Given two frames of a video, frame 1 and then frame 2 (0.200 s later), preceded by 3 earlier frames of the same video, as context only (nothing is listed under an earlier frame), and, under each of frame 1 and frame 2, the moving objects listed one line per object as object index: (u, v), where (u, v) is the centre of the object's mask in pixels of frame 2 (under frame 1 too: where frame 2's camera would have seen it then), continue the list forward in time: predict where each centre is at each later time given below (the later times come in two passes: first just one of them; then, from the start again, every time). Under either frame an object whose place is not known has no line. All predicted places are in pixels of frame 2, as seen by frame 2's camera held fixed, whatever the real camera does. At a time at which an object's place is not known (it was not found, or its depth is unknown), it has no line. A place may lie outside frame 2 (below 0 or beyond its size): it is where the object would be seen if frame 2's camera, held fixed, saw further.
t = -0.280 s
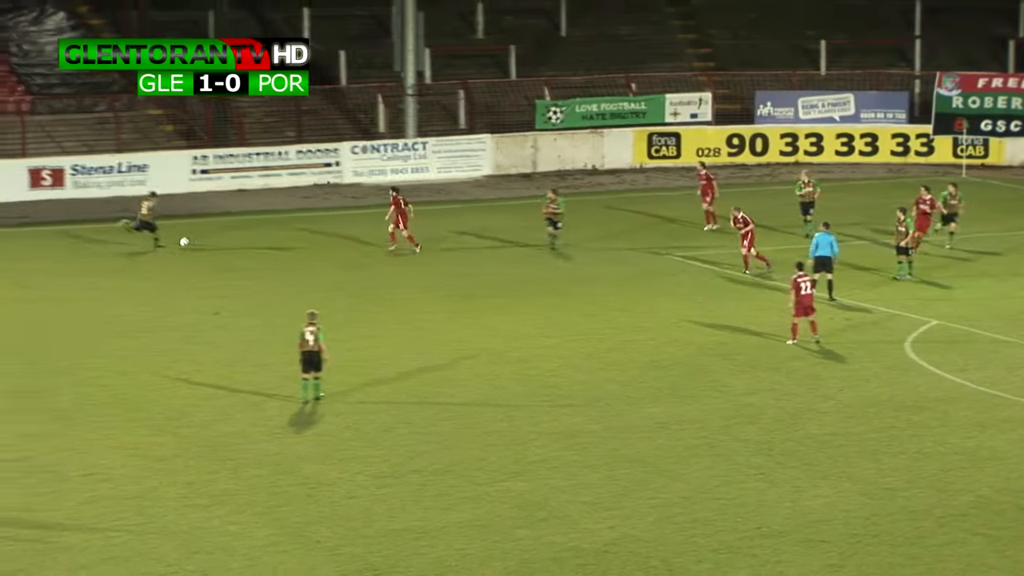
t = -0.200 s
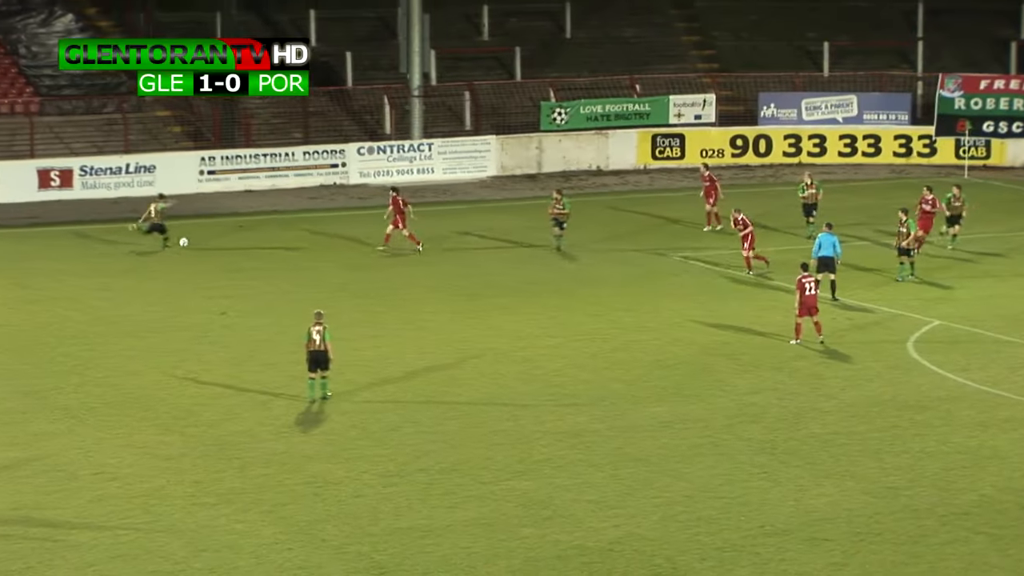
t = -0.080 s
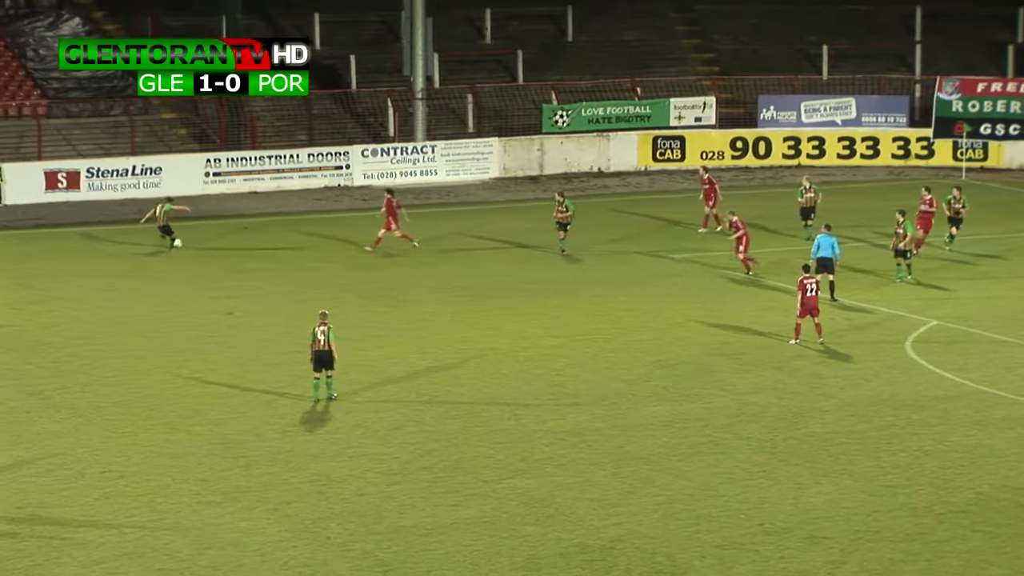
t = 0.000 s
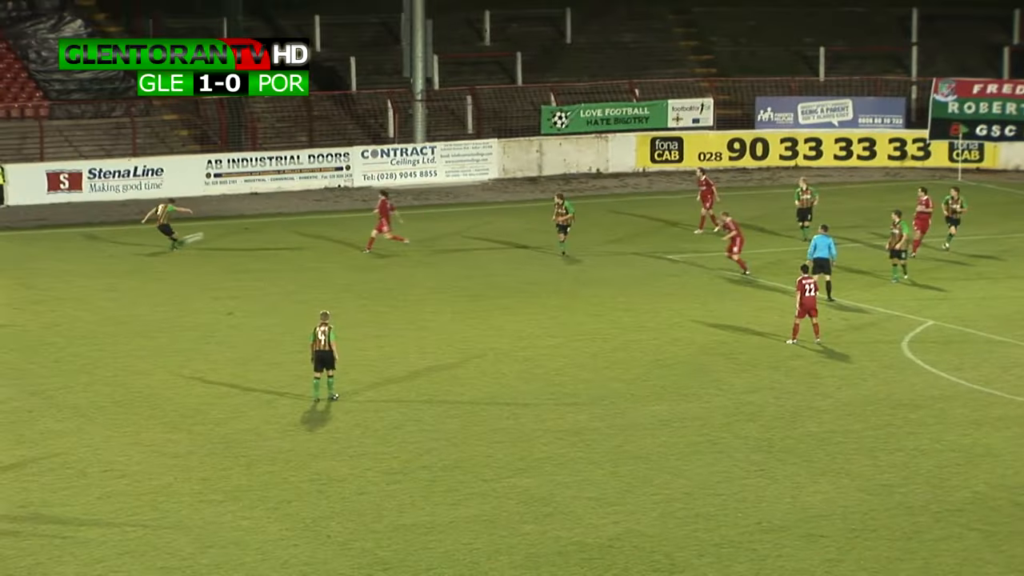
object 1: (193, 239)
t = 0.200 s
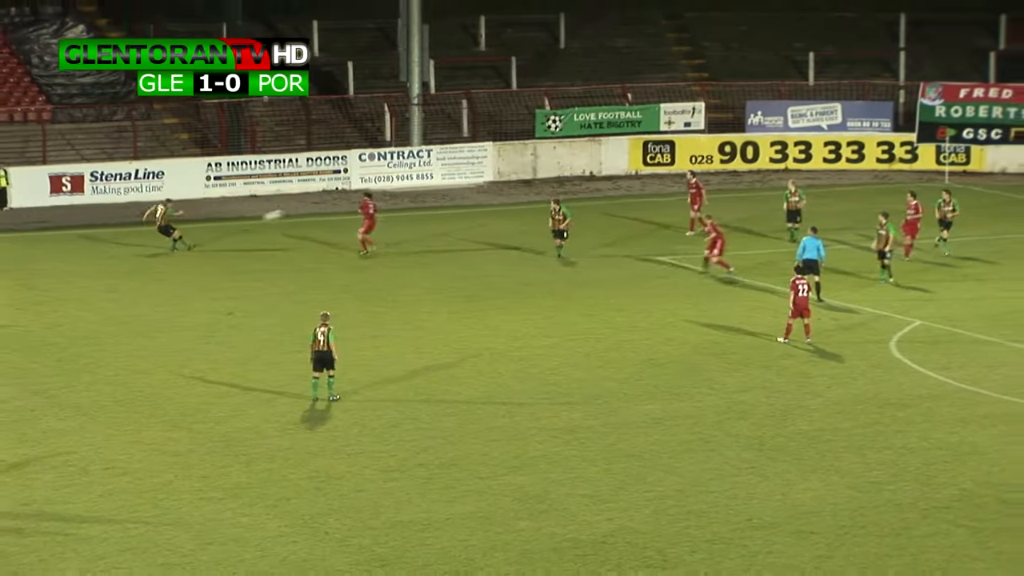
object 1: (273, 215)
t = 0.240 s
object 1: (288, 211)
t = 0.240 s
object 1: (288, 211)
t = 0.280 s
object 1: (303, 207)
